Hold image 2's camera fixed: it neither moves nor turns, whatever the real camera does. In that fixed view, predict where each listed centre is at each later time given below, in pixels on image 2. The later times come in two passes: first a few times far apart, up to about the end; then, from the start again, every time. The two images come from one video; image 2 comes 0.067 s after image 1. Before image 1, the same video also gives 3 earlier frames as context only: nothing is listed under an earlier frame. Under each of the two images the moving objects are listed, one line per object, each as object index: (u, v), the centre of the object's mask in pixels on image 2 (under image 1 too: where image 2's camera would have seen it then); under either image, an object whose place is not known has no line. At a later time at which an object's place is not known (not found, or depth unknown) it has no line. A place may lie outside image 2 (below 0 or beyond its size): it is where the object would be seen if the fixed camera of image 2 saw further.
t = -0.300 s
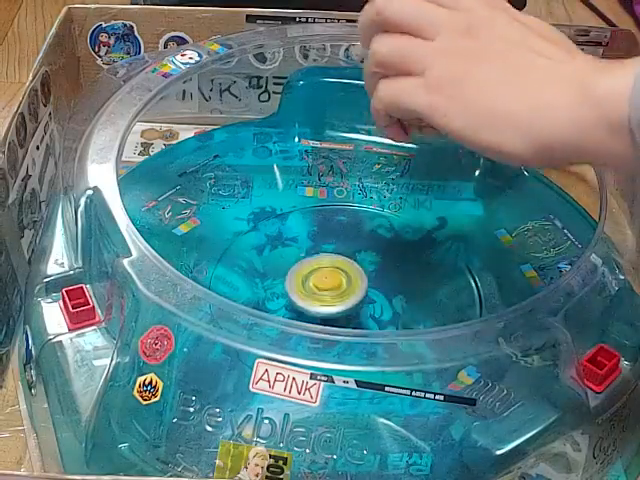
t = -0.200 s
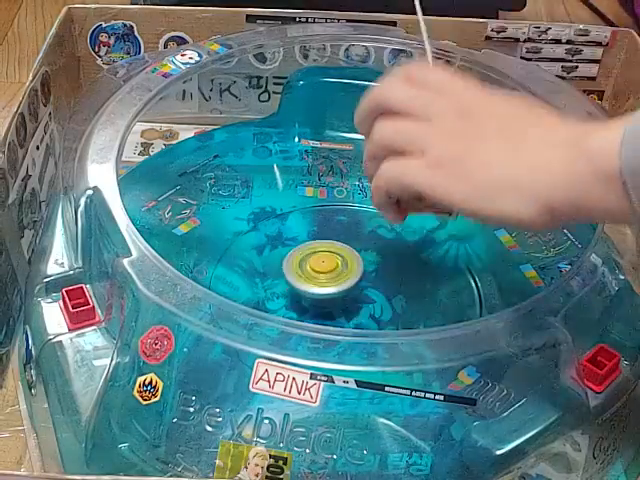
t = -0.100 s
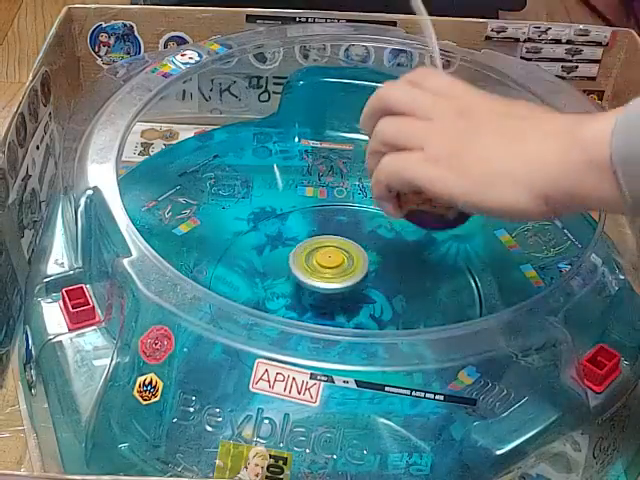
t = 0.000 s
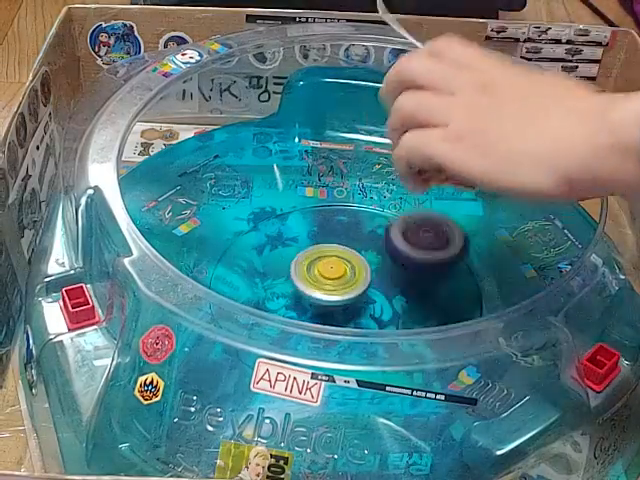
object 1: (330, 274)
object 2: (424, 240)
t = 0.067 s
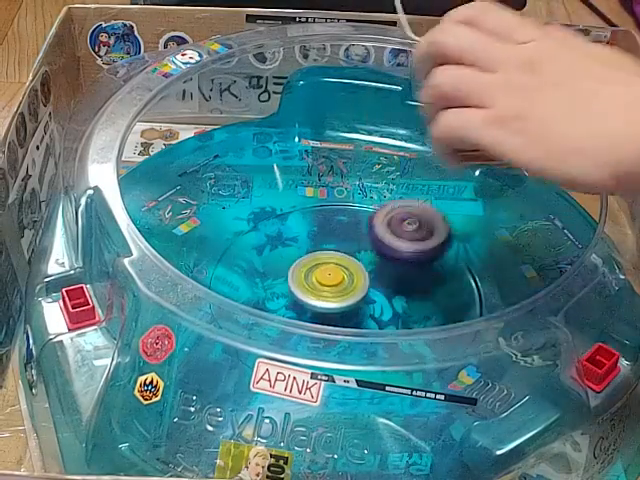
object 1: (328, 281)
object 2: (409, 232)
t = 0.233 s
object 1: (314, 292)
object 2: (370, 240)
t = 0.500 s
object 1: (265, 337)
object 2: (348, 225)
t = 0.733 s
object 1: (361, 326)
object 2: (329, 239)
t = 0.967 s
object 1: (403, 305)
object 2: (336, 242)
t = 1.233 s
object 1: (381, 310)
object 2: (332, 223)
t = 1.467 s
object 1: (353, 313)
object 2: (327, 224)
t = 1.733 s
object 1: (388, 342)
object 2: (319, 230)
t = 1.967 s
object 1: (402, 305)
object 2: (350, 251)
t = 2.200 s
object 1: (351, 299)
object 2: (361, 228)
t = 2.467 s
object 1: (311, 291)
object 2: (359, 242)
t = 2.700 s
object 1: (312, 300)
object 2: (377, 246)
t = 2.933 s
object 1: (323, 300)
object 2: (389, 250)
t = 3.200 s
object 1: (317, 289)
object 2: (395, 262)
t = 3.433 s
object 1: (309, 272)
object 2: (417, 273)
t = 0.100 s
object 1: (329, 283)
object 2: (400, 243)
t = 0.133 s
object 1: (329, 284)
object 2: (390, 241)
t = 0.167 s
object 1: (325, 287)
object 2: (383, 242)
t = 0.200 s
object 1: (319, 290)
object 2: (378, 240)
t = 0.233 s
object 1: (314, 292)
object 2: (370, 240)
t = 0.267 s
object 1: (311, 294)
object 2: (363, 242)
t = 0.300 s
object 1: (310, 294)
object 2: (353, 242)
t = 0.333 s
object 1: (297, 300)
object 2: (353, 240)
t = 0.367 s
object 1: (282, 311)
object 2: (355, 233)
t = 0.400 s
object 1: (272, 320)
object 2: (356, 229)
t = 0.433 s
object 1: (265, 326)
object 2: (354, 226)
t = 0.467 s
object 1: (262, 334)
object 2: (351, 225)
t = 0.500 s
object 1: (265, 337)
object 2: (348, 225)
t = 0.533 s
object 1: (277, 337)
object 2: (344, 225)
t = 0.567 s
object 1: (290, 337)
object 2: (341, 227)
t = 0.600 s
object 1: (307, 336)
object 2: (338, 229)
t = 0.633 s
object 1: (318, 336)
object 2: (335, 231)
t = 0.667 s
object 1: (335, 333)
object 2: (332, 234)
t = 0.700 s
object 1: (348, 330)
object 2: (330, 237)
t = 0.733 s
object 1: (361, 326)
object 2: (329, 239)
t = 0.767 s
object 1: (370, 321)
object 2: (329, 243)
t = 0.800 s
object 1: (379, 313)
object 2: (330, 245)
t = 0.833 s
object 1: (385, 310)
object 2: (332, 248)
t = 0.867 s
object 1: (388, 304)
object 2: (335, 251)
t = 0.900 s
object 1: (393, 303)
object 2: (336, 249)
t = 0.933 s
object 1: (399, 304)
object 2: (336, 245)
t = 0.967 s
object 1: (403, 305)
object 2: (336, 242)
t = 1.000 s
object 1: (403, 304)
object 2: (338, 240)
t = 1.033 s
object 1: (401, 303)
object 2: (339, 240)
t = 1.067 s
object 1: (396, 298)
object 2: (341, 240)
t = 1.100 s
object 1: (390, 294)
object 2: (341, 240)
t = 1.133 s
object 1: (388, 298)
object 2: (339, 233)
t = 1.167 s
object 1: (387, 304)
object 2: (336, 228)
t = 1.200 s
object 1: (385, 308)
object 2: (334, 224)
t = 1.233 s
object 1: (381, 310)
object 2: (332, 223)
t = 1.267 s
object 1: (376, 311)
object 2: (330, 223)
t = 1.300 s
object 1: (369, 310)
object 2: (328, 226)
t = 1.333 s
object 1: (361, 309)
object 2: (326, 228)
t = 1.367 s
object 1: (354, 308)
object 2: (326, 232)
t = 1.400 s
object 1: (348, 300)
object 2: (326, 237)
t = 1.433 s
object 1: (349, 303)
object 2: (327, 234)
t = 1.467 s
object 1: (353, 313)
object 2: (327, 224)
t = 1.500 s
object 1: (354, 331)
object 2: (326, 214)
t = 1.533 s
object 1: (357, 340)
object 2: (325, 210)
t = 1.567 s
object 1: (361, 345)
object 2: (324, 210)
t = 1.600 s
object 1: (365, 349)
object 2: (322, 210)
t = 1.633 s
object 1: (370, 351)
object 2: (320, 212)
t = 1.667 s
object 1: (374, 350)
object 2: (319, 218)
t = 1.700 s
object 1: (382, 347)
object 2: (319, 225)
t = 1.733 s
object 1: (388, 342)
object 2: (319, 230)
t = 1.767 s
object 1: (393, 334)
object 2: (318, 233)
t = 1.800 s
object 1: (395, 328)
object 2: (320, 241)
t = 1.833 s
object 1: (396, 323)
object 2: (325, 245)
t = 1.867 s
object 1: (397, 313)
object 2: (331, 248)
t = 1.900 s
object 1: (397, 306)
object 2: (339, 253)
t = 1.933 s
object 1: (399, 304)
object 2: (345, 252)
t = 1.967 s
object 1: (402, 305)
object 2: (350, 251)
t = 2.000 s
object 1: (402, 305)
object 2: (353, 247)
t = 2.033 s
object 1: (398, 304)
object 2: (355, 244)
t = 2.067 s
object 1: (392, 303)
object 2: (357, 242)
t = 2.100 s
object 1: (384, 301)
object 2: (358, 238)
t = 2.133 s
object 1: (374, 298)
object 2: (360, 236)
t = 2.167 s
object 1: (362, 299)
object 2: (361, 231)
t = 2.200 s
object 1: (351, 299)
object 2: (361, 228)
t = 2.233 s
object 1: (340, 298)
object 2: (361, 228)
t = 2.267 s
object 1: (329, 297)
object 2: (361, 228)
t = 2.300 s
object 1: (322, 296)
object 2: (360, 229)
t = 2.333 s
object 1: (316, 295)
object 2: (360, 230)
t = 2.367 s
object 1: (311, 294)
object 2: (358, 233)
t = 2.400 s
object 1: (310, 293)
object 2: (358, 237)
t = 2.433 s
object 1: (310, 292)
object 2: (358, 240)
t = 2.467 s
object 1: (311, 291)
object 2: (359, 242)
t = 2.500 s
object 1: (307, 294)
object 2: (364, 243)
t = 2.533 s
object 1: (305, 296)
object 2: (369, 244)
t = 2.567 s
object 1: (304, 298)
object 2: (372, 244)
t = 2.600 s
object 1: (304, 299)
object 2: (374, 244)
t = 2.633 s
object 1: (306, 300)
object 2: (376, 245)
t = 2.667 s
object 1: (309, 301)
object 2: (376, 246)
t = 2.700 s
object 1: (312, 300)
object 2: (377, 246)
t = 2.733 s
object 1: (315, 300)
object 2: (377, 247)
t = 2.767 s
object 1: (320, 299)
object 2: (376, 248)
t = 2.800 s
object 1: (324, 299)
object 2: (377, 249)
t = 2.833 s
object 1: (328, 297)
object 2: (378, 250)
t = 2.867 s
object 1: (327, 298)
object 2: (381, 249)
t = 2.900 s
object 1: (325, 299)
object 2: (385, 249)
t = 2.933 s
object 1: (323, 300)
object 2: (389, 250)
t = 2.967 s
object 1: (321, 299)
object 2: (391, 252)
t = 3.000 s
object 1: (319, 298)
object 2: (392, 253)
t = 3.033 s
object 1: (319, 297)
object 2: (392, 255)
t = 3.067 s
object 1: (319, 295)
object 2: (391, 257)
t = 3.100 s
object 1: (319, 294)
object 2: (391, 258)
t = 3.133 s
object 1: (318, 292)
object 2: (391, 259)
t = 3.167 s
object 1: (318, 290)
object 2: (393, 261)
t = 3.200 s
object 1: (317, 289)
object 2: (395, 262)
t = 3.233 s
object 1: (317, 287)
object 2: (397, 264)
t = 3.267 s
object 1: (317, 286)
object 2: (400, 266)
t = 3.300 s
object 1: (314, 282)
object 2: (404, 267)
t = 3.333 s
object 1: (311, 279)
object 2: (409, 268)
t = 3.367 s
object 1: (309, 277)
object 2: (413, 270)
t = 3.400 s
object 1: (308, 274)
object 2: (415, 272)
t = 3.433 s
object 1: (309, 272)
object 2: (417, 273)
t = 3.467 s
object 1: (311, 269)
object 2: (418, 276)
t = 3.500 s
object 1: (315, 268)
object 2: (419, 278)
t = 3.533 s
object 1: (319, 267)
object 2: (418, 279)
